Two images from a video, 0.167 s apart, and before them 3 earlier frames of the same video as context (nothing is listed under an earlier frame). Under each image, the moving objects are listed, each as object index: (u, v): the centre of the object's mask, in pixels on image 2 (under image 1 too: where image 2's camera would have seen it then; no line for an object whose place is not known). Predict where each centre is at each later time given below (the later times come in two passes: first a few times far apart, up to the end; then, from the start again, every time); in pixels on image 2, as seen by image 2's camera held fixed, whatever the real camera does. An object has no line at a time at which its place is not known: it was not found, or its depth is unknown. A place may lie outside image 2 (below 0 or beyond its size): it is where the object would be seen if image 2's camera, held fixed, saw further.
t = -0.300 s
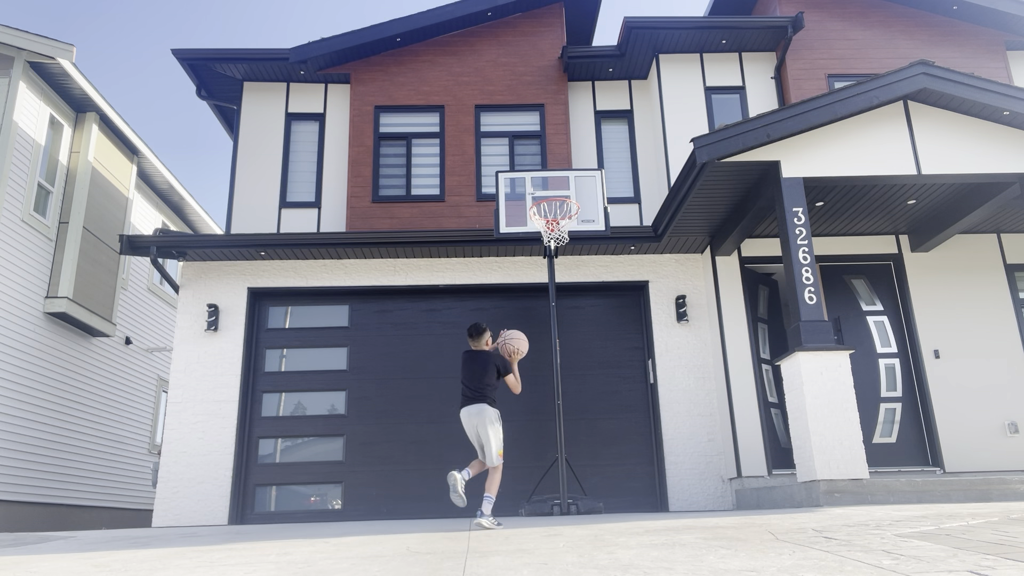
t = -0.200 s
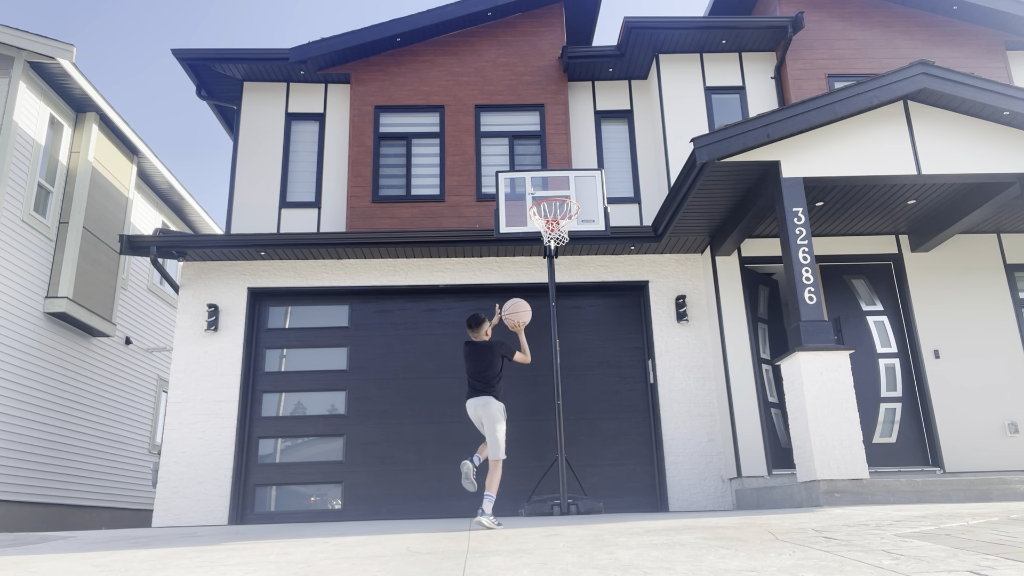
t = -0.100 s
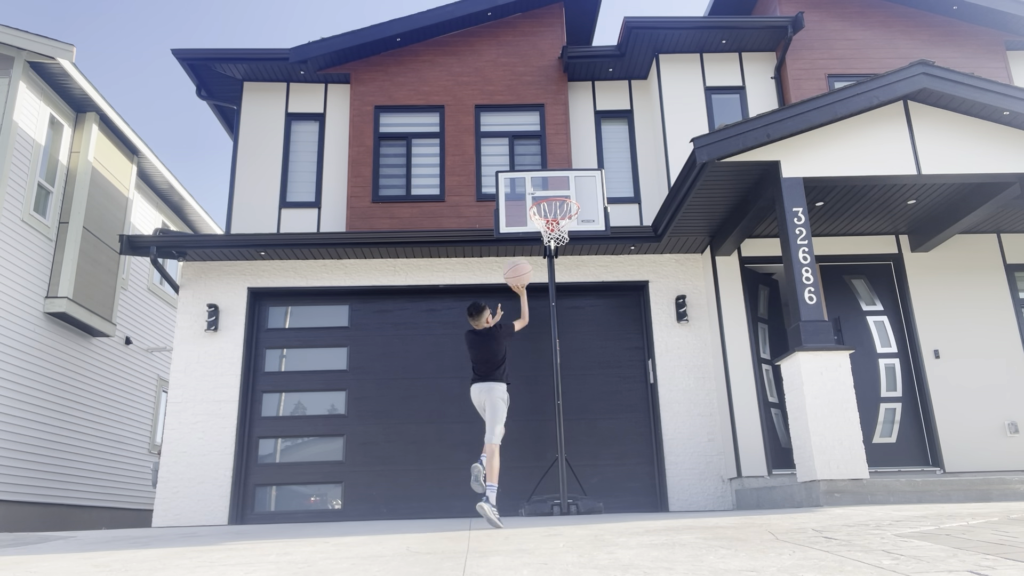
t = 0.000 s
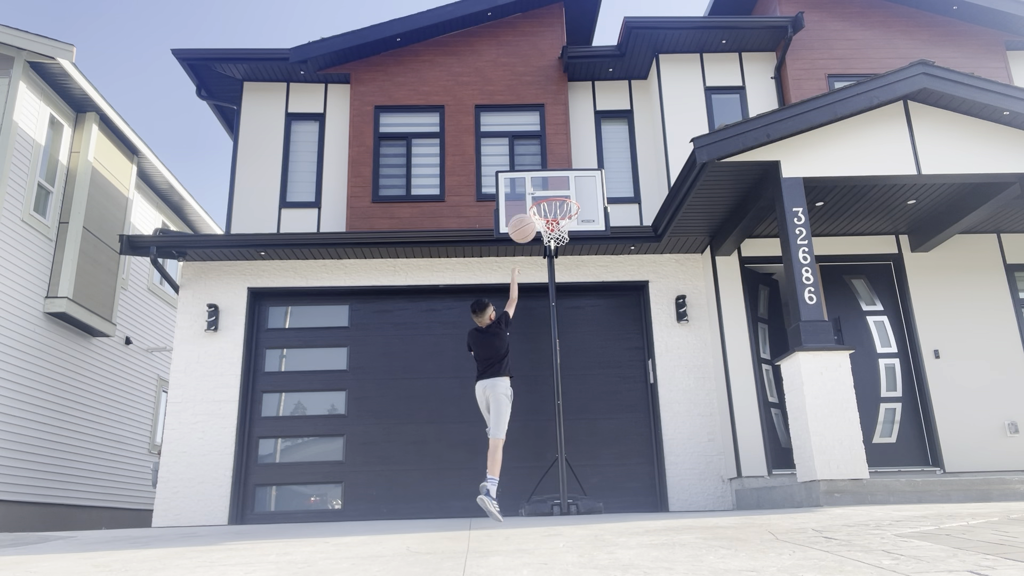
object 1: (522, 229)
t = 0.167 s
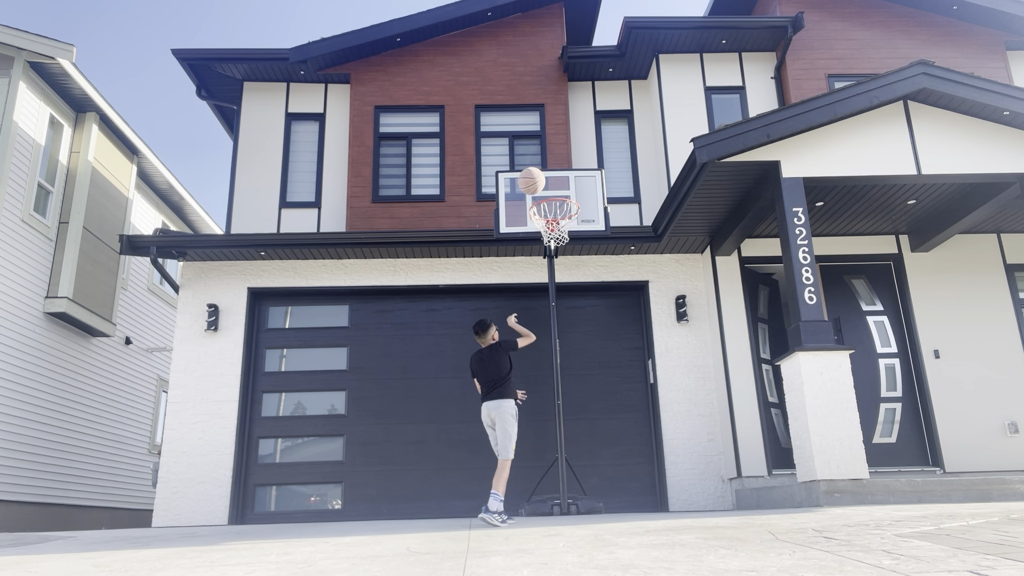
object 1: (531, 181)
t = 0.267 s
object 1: (537, 168)
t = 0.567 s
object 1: (555, 186)
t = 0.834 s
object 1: (565, 247)
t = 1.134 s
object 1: (566, 356)
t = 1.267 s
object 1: (568, 434)
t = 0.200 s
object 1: (533, 175)
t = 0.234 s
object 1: (535, 171)
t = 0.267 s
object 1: (537, 168)
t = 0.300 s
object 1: (539, 165)
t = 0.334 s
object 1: (541, 164)
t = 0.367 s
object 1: (543, 164)
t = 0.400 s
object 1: (545, 166)
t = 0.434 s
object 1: (547, 168)
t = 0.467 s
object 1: (549, 171)
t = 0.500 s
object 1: (551, 175)
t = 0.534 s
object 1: (553, 180)
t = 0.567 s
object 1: (555, 186)
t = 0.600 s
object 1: (557, 190)
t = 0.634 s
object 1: (557, 202)
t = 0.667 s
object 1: (560, 207)
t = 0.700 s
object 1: (561, 214)
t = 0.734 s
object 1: (563, 224)
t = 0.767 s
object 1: (563, 239)
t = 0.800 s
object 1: (565, 241)
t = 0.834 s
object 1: (565, 247)
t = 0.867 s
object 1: (565, 255)
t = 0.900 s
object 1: (564, 264)
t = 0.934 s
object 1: (564, 275)
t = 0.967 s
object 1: (565, 286)
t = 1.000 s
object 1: (565, 298)
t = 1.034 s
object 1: (565, 311)
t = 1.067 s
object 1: (566, 325)
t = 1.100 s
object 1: (566, 340)
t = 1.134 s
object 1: (566, 356)
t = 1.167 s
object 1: (567, 374)
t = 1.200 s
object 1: (567, 393)
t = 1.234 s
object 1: (568, 413)
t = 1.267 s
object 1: (568, 434)
